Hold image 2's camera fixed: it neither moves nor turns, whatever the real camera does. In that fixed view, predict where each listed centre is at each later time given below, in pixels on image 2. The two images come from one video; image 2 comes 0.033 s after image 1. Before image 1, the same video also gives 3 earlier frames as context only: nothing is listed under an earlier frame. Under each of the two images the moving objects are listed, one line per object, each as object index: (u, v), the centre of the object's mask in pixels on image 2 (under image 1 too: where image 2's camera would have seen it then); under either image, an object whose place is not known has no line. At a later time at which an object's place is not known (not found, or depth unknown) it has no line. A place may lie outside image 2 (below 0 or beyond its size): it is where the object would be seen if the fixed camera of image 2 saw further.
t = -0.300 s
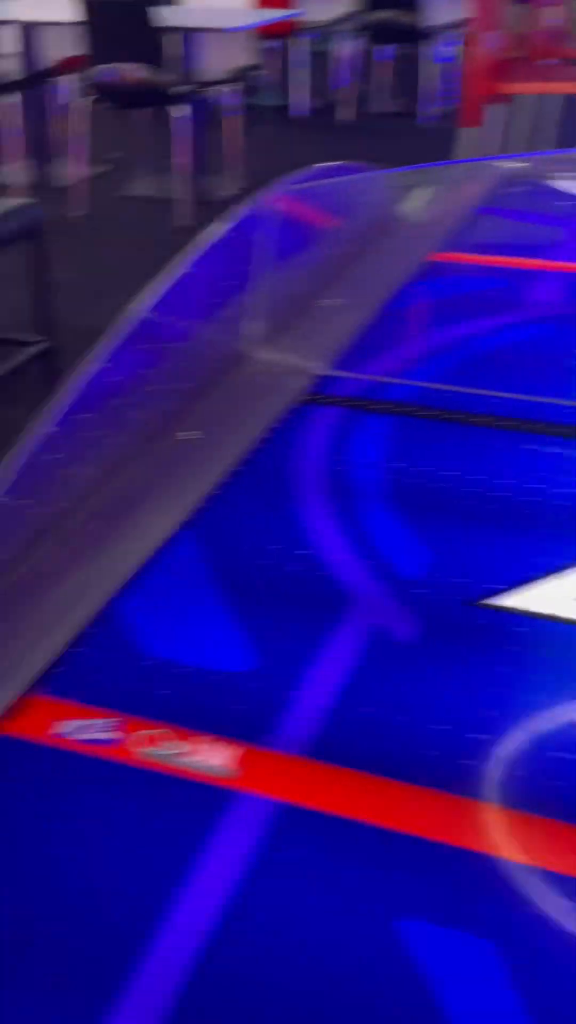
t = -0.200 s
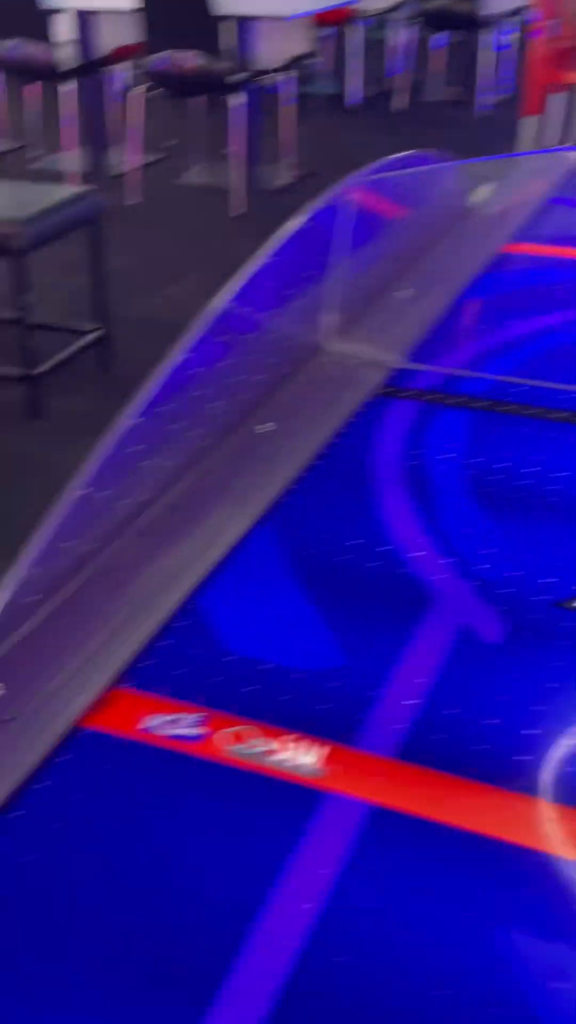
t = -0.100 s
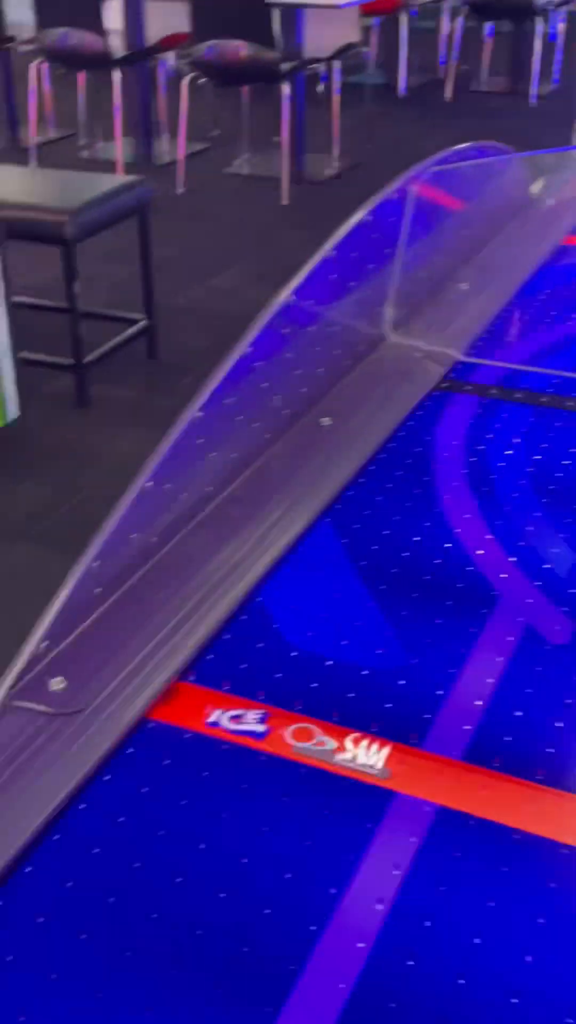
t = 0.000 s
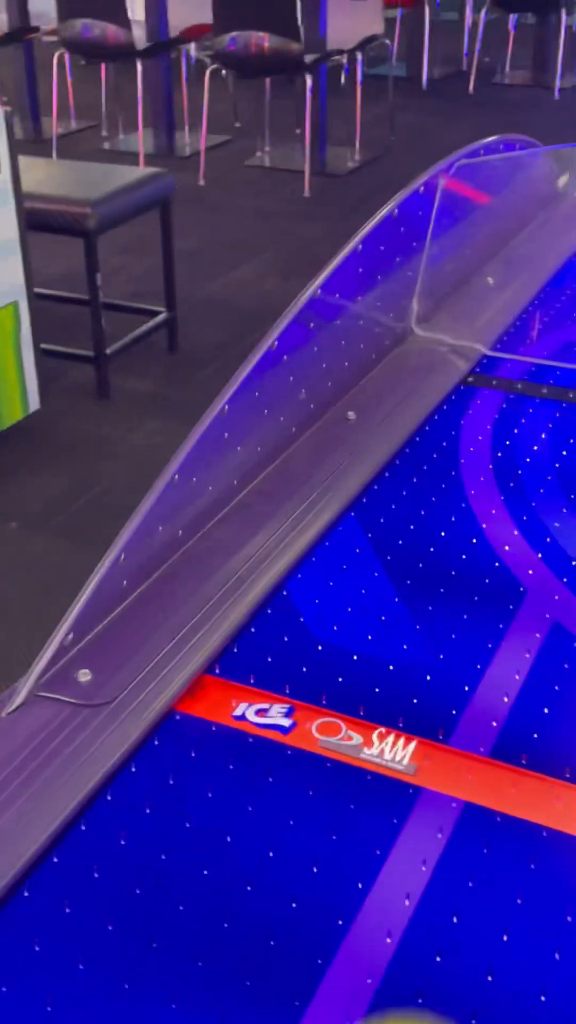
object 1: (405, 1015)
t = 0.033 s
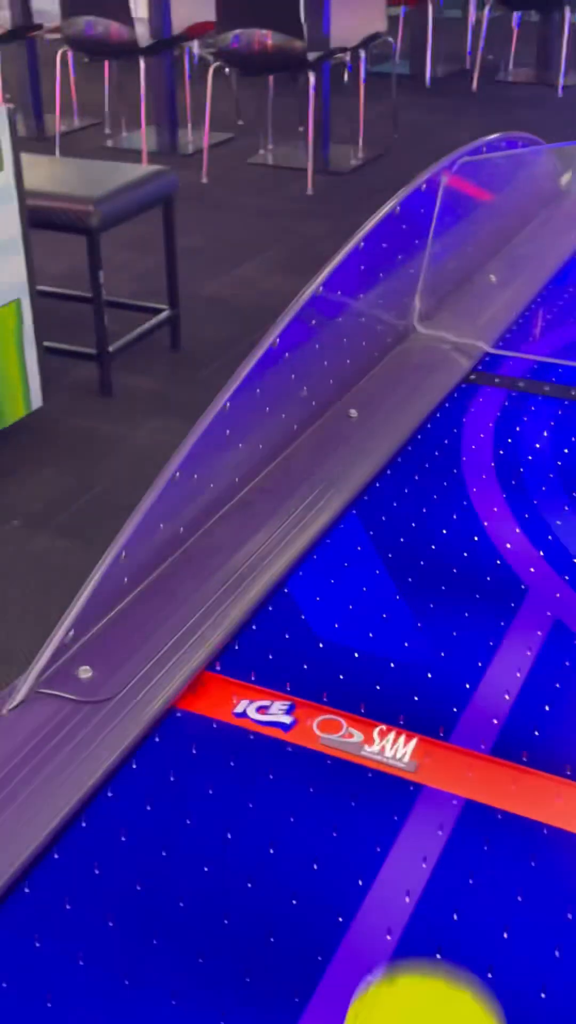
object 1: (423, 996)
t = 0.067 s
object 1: (439, 978)
